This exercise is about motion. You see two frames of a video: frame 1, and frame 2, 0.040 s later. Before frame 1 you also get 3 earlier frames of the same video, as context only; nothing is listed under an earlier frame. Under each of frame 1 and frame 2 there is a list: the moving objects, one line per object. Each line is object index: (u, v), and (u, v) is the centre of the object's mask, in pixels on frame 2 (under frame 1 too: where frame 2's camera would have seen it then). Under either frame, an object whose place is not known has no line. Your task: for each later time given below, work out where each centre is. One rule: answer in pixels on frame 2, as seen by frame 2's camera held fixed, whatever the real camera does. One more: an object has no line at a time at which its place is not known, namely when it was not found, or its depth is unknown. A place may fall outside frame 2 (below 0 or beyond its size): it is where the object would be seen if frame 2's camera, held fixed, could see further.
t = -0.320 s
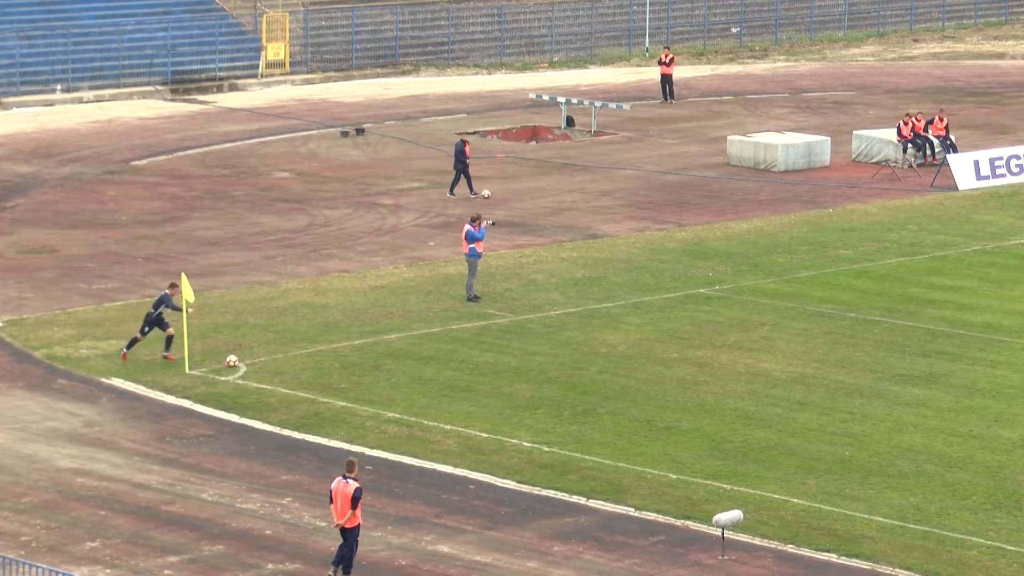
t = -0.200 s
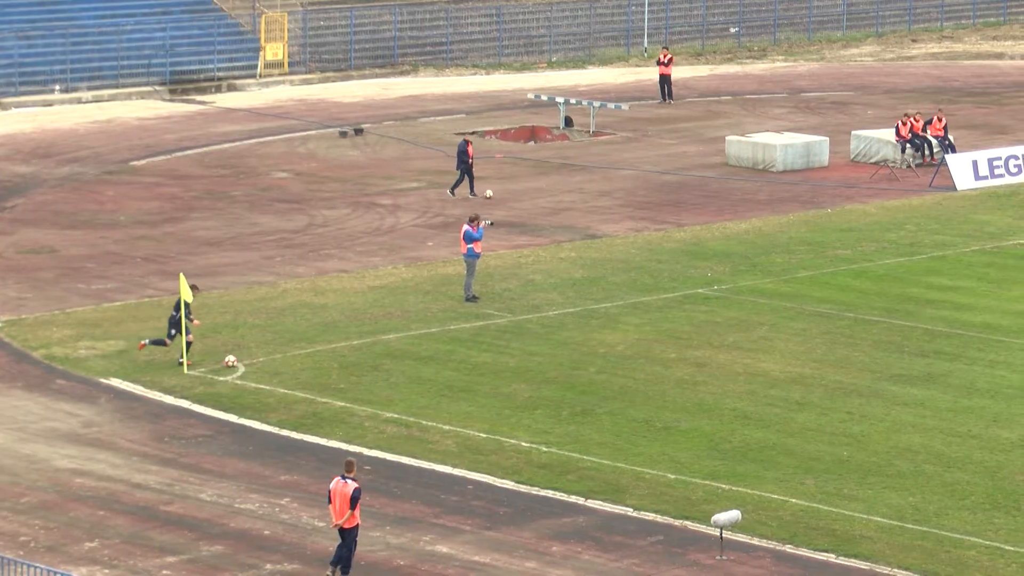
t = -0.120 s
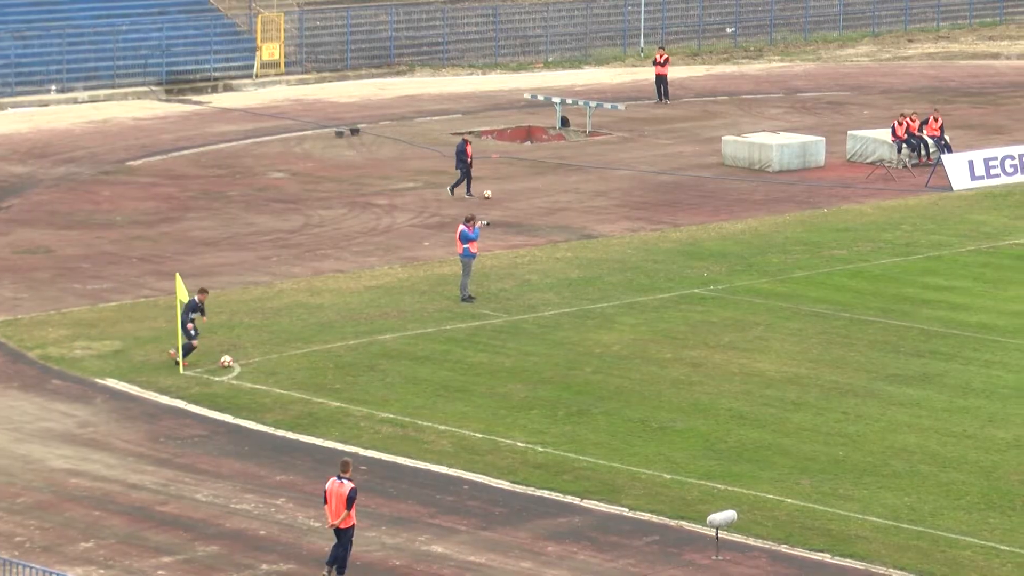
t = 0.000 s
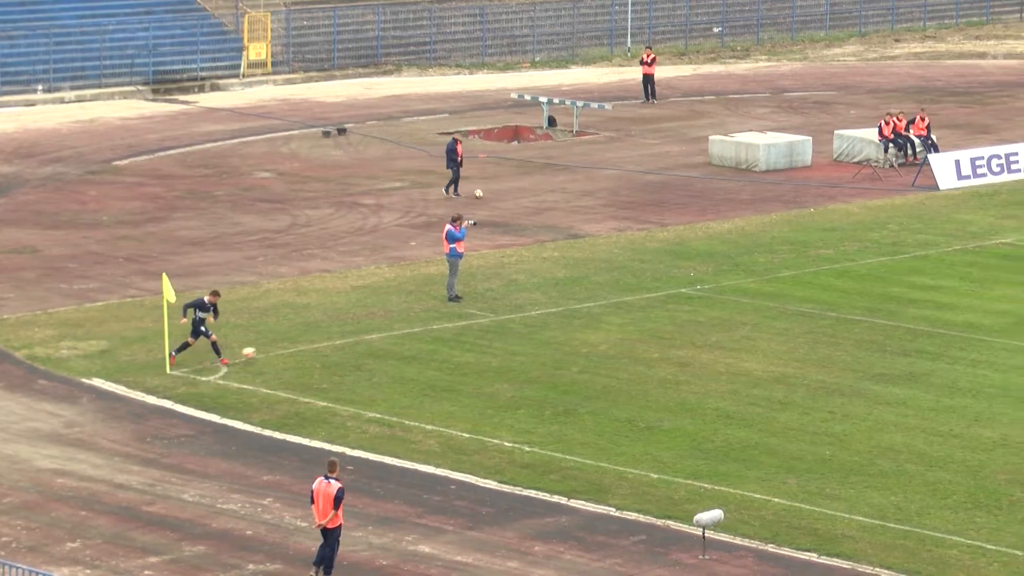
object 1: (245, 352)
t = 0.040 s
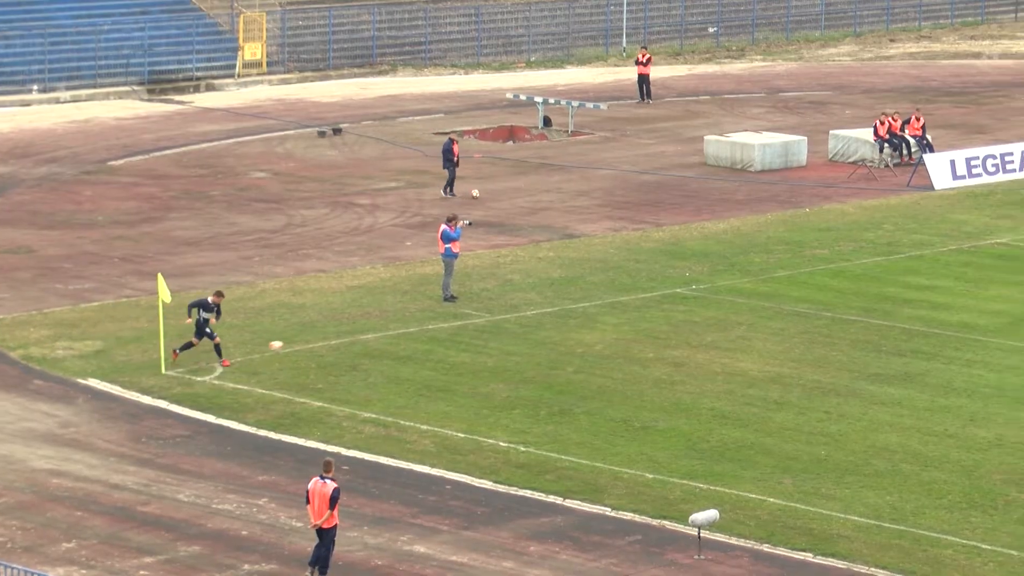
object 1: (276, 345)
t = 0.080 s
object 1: (308, 339)
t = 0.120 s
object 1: (338, 335)
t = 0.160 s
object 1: (369, 331)
